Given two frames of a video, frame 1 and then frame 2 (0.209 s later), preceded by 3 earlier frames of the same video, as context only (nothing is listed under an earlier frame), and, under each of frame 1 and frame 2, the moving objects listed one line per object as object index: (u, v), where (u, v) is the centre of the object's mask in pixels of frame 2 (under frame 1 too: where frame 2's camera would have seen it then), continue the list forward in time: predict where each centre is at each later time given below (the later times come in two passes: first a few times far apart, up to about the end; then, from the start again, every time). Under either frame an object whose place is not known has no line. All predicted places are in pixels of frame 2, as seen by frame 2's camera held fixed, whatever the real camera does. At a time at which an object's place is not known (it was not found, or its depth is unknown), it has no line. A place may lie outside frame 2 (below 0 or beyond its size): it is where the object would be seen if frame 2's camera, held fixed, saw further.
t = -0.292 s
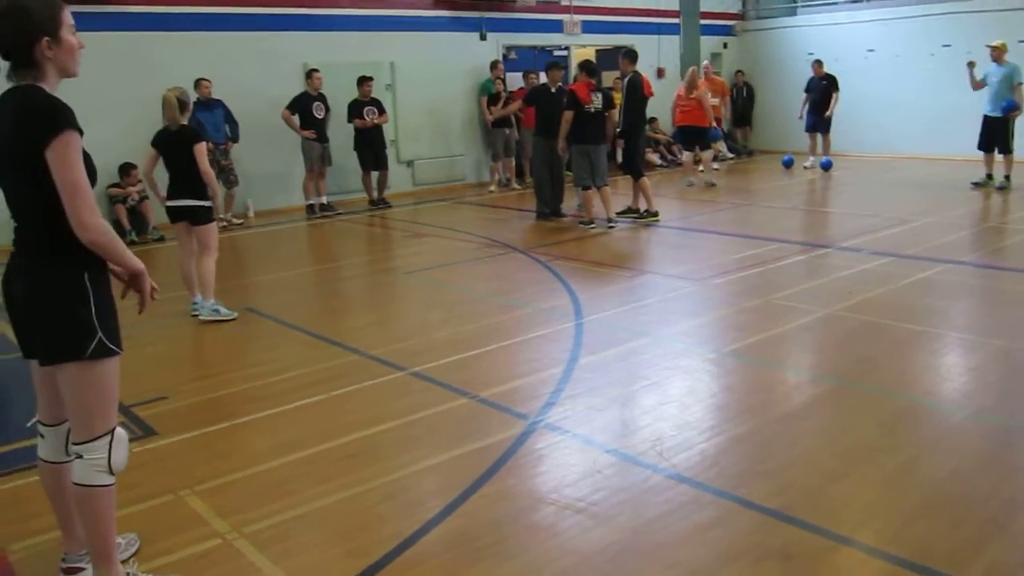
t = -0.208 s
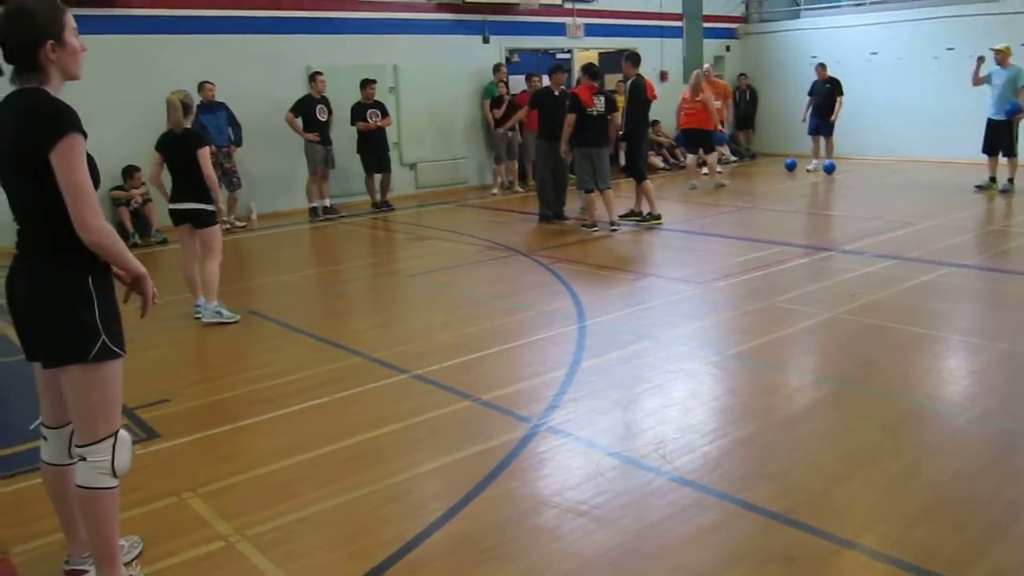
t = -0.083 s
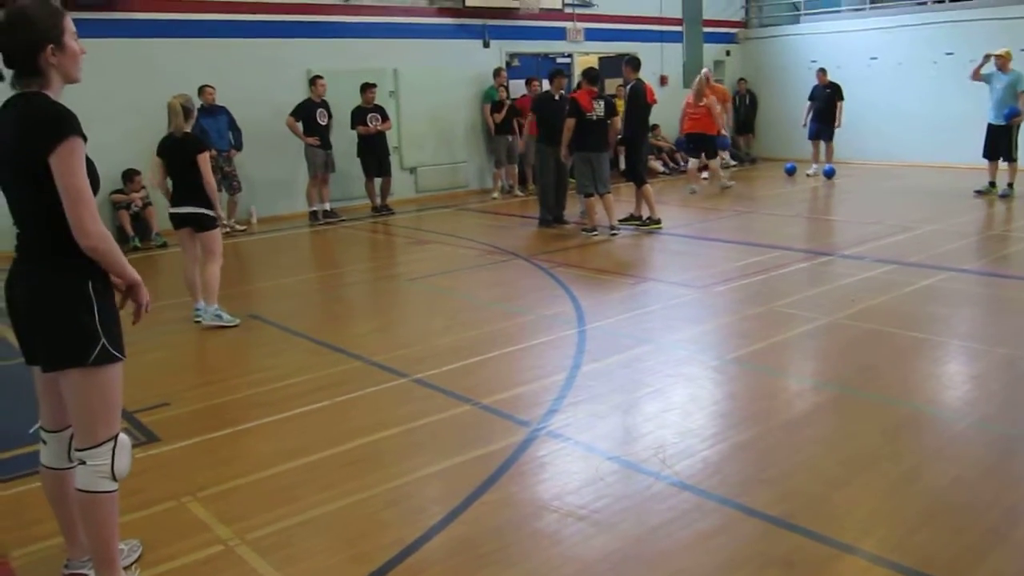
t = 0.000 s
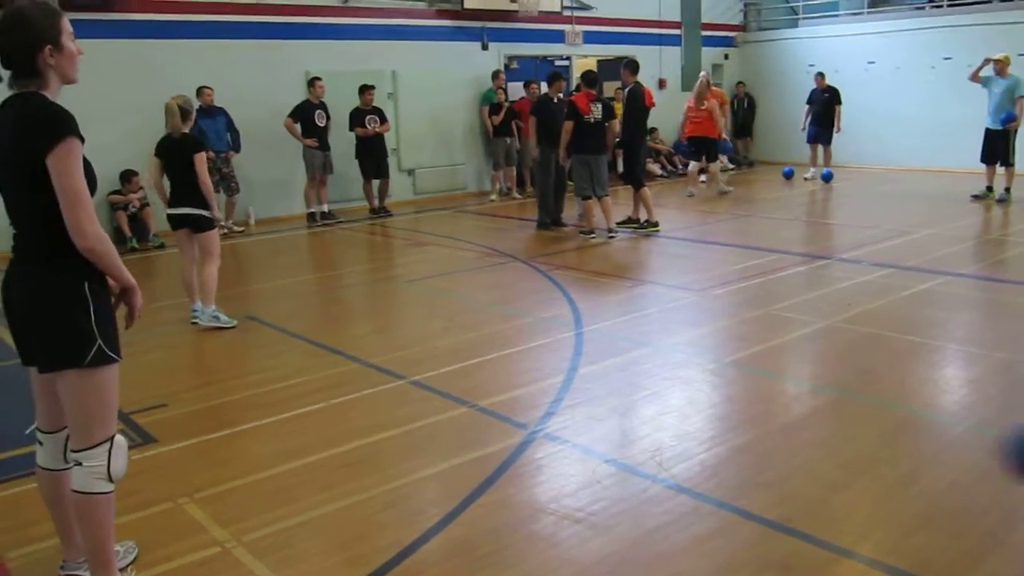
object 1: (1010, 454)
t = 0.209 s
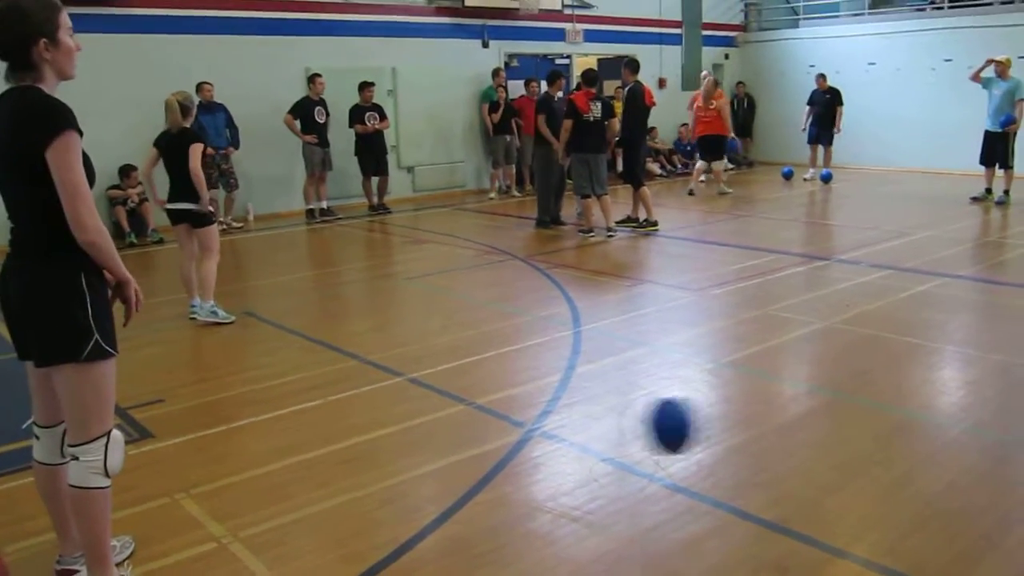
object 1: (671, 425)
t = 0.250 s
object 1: (610, 432)
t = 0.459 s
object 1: (381, 418)
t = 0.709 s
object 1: (183, 430)
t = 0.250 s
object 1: (610, 432)
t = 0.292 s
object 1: (552, 443)
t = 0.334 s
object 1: (501, 458)
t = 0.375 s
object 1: (459, 446)
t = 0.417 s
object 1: (419, 430)
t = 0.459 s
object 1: (381, 418)
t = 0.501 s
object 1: (344, 410)
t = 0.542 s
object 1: (309, 407)
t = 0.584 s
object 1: (274, 407)
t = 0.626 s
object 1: (243, 411)
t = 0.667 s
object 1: (212, 419)
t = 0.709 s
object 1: (183, 430)
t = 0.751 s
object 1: (153, 420)
